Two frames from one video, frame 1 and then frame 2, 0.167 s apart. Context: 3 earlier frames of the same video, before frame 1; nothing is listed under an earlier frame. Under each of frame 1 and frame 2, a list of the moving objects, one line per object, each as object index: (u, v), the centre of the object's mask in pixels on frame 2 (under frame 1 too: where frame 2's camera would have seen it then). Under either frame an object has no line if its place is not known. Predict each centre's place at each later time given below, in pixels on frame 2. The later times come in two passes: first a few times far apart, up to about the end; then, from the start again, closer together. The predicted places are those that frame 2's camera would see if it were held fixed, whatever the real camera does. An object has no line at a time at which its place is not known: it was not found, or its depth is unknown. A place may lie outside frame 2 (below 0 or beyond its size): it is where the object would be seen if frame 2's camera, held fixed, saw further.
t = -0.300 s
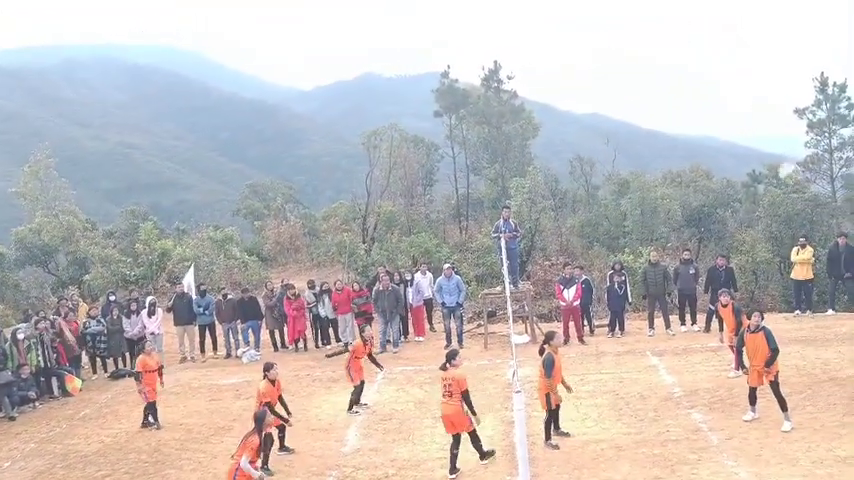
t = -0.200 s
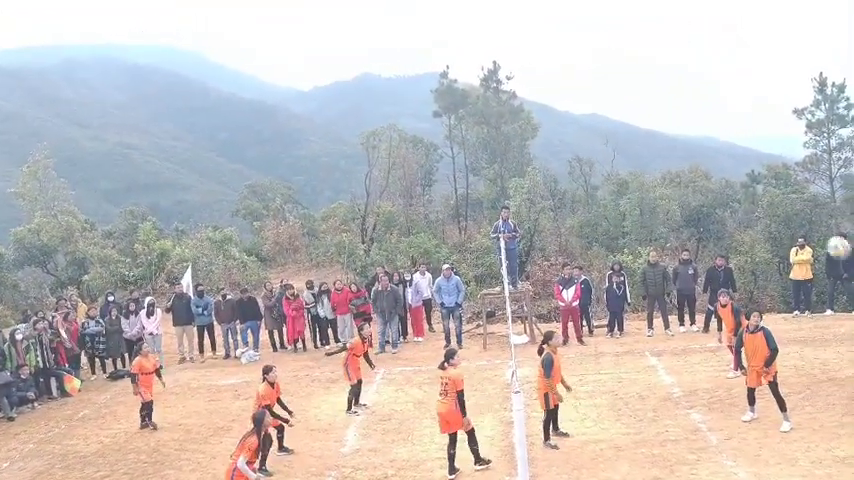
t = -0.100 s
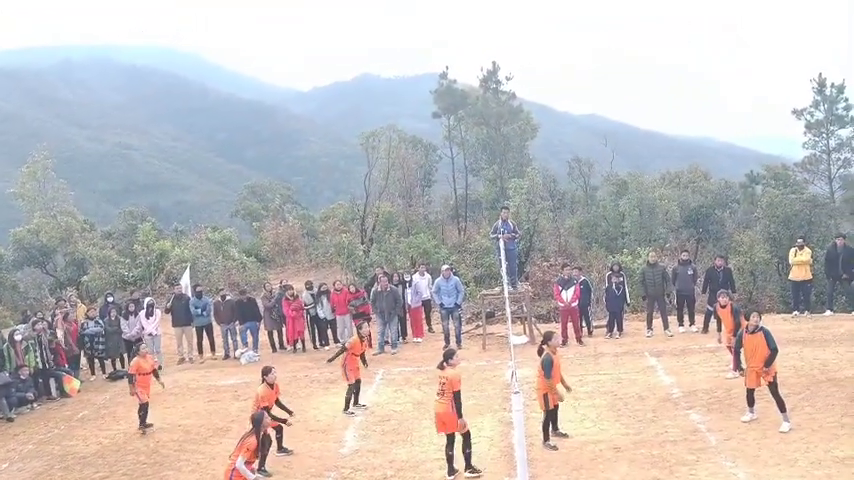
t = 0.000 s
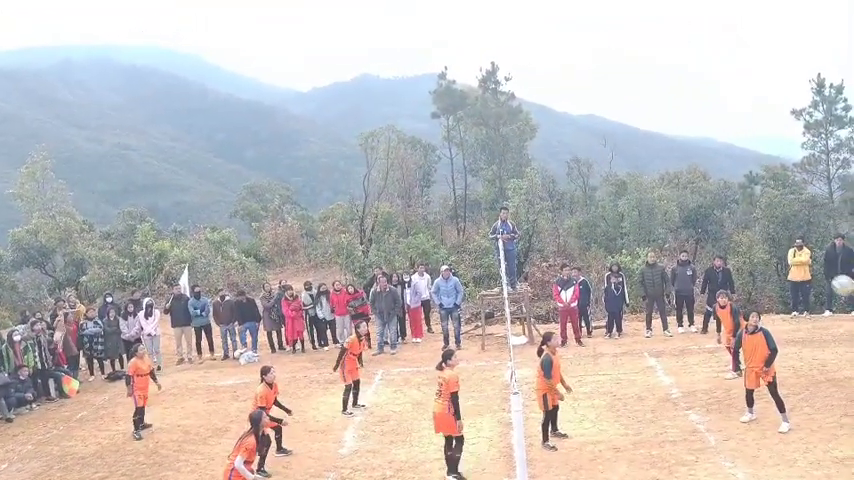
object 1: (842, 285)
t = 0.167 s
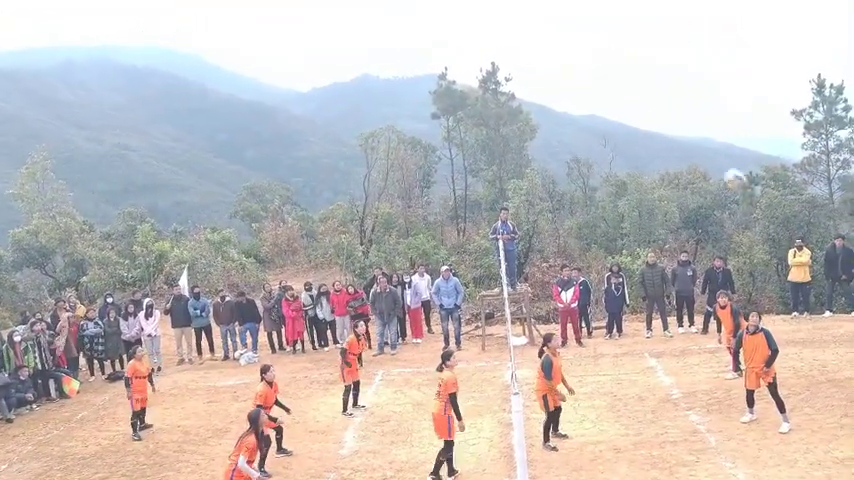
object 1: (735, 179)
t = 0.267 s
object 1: (675, 132)
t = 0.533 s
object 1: (522, 50)
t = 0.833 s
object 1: (375, 39)
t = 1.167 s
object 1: (241, 112)
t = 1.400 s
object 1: (167, 208)
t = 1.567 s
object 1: (121, 294)
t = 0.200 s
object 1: (714, 161)
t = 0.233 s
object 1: (694, 148)
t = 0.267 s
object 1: (675, 132)
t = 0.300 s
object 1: (655, 117)
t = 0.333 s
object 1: (635, 104)
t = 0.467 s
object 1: (559, 64)
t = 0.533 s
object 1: (522, 50)
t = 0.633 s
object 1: (471, 37)
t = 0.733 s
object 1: (422, 33)
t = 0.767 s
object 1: (407, 35)
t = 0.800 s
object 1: (390, 36)
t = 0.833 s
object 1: (375, 39)
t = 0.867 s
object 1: (360, 43)
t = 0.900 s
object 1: (346, 48)
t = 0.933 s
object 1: (333, 52)
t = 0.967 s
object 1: (319, 58)
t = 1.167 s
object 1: (241, 112)
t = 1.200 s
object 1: (230, 123)
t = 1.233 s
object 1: (219, 136)
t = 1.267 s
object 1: (208, 148)
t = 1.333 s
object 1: (187, 177)
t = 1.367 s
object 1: (177, 191)
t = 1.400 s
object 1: (167, 208)
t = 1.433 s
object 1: (158, 223)
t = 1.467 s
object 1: (148, 238)
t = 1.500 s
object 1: (139, 257)
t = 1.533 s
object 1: (130, 276)
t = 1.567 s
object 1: (121, 294)
